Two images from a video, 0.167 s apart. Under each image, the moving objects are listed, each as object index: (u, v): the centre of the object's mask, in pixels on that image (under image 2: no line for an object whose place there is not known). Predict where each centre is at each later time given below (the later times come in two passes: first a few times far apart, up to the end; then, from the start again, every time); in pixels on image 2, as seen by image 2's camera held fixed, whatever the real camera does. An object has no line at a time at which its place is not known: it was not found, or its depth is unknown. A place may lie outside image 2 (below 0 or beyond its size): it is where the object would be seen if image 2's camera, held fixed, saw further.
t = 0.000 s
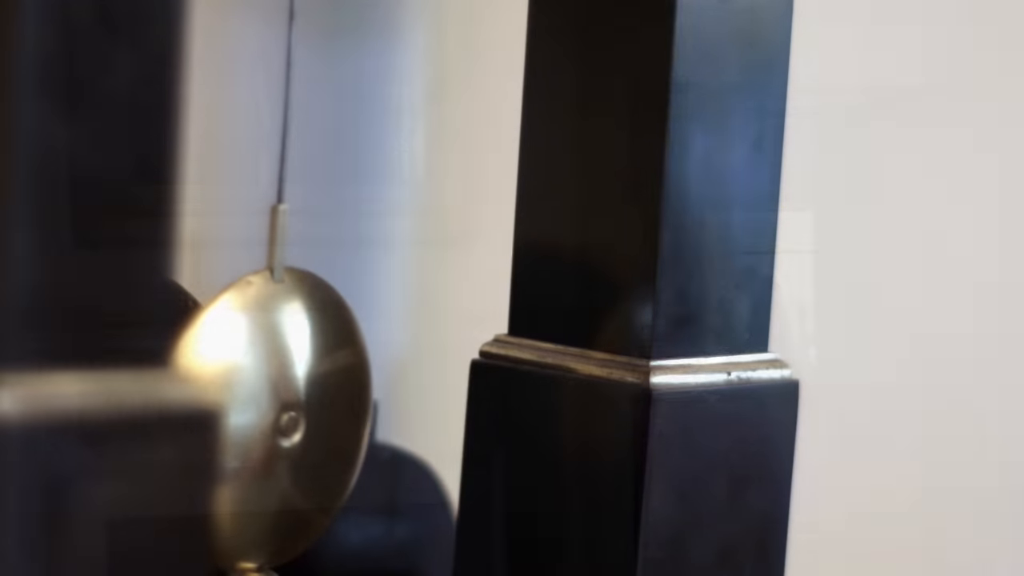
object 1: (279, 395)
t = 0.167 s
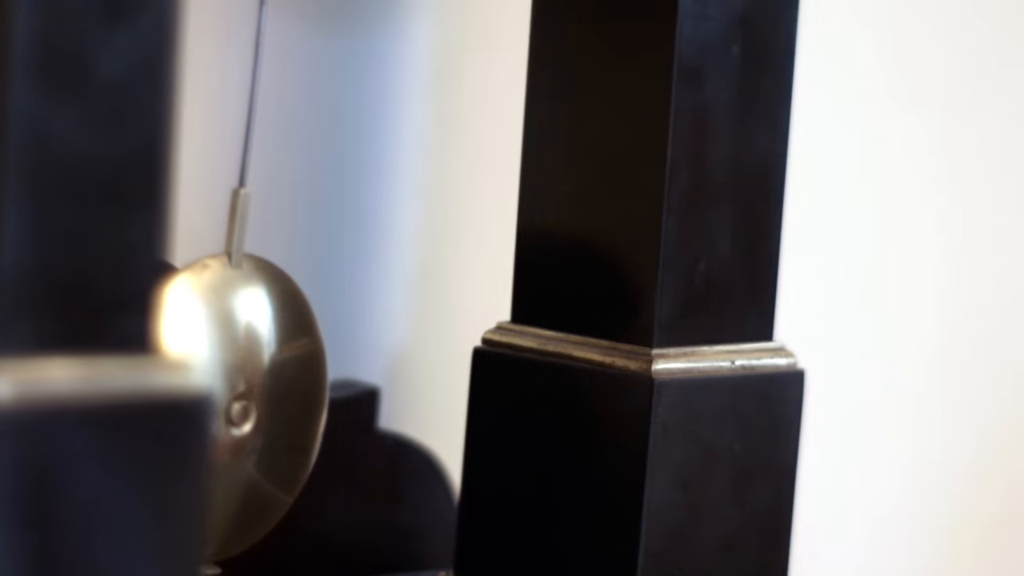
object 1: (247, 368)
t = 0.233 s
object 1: (238, 360)
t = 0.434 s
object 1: (234, 366)
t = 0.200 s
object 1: (242, 363)
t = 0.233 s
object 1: (238, 360)
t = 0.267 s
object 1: (235, 359)
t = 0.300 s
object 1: (232, 360)
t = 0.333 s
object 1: (231, 360)
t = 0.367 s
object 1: (231, 361)
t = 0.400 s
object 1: (232, 364)
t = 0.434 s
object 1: (234, 366)
